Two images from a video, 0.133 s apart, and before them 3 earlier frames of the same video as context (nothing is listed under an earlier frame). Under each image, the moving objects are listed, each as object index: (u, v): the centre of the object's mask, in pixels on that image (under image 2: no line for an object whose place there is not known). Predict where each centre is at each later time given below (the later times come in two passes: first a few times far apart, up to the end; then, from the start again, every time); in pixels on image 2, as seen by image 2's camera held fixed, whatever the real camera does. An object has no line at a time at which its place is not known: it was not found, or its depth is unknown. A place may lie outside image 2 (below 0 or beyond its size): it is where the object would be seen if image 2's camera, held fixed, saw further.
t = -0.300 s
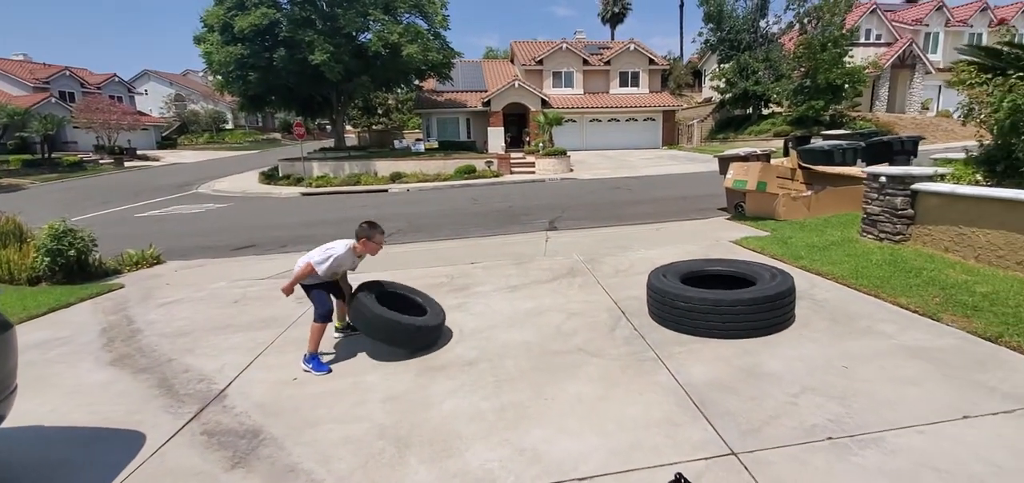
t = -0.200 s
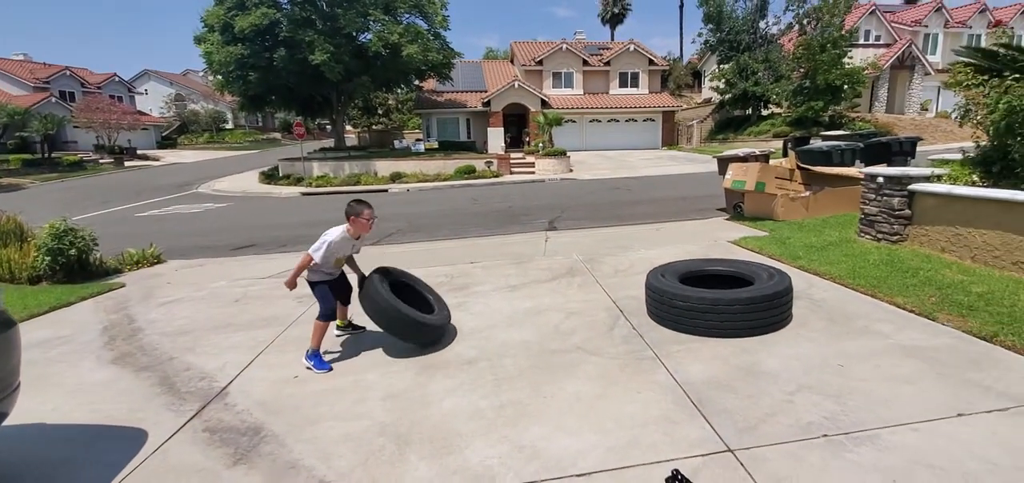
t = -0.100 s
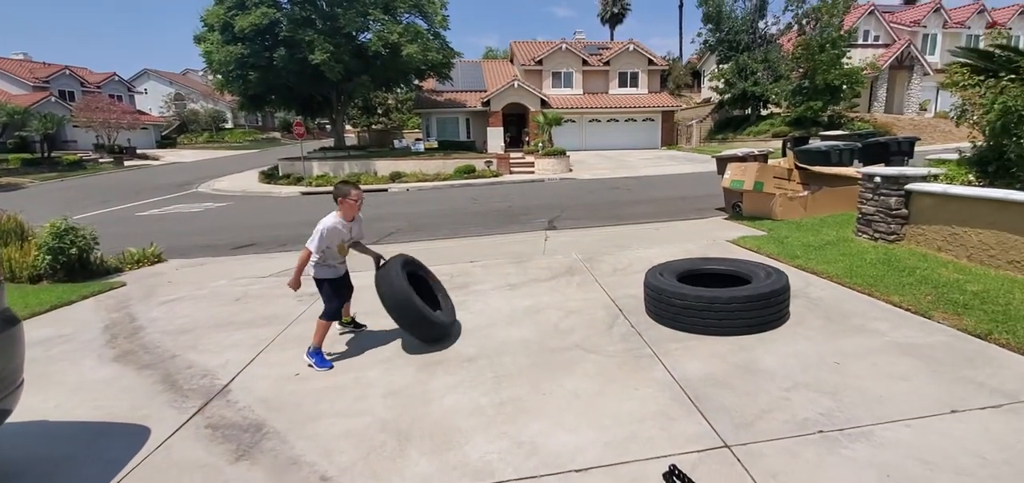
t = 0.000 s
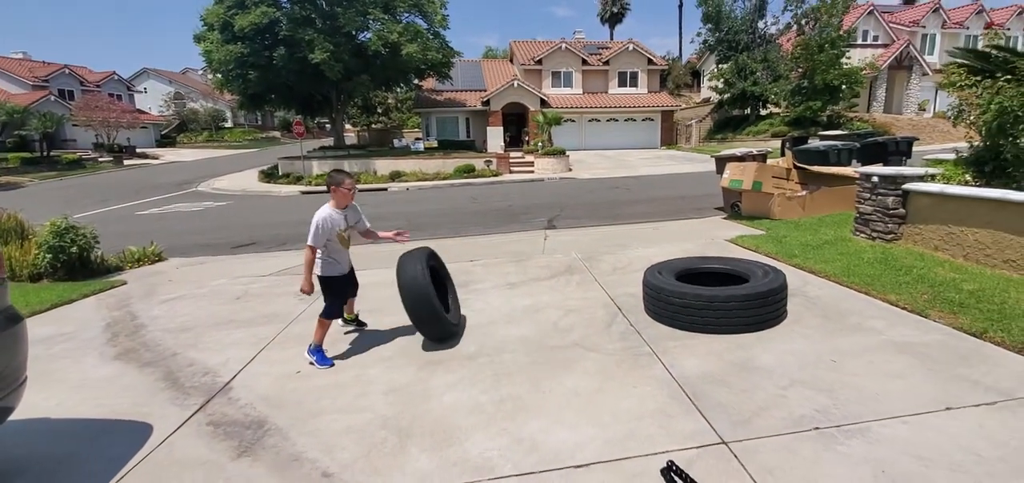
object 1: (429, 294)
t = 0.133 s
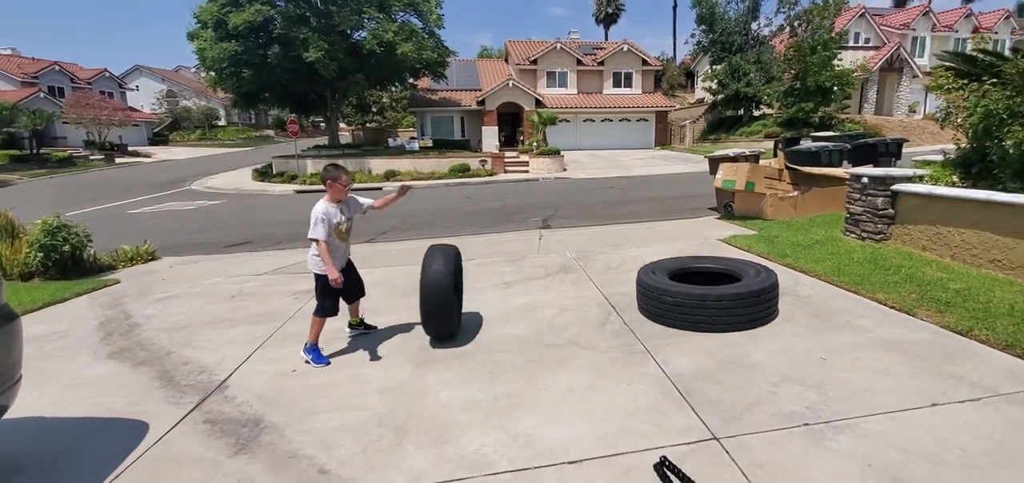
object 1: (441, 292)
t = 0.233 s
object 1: (453, 293)
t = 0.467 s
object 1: (485, 304)
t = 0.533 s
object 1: (494, 315)
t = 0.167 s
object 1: (445, 292)
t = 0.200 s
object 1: (449, 292)
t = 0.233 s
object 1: (453, 293)
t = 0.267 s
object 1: (458, 294)
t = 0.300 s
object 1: (462, 294)
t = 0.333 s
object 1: (466, 294)
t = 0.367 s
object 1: (471, 296)
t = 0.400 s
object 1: (475, 299)
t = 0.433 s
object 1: (480, 301)
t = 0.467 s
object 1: (485, 304)
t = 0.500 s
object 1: (489, 309)
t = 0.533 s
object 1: (494, 315)
